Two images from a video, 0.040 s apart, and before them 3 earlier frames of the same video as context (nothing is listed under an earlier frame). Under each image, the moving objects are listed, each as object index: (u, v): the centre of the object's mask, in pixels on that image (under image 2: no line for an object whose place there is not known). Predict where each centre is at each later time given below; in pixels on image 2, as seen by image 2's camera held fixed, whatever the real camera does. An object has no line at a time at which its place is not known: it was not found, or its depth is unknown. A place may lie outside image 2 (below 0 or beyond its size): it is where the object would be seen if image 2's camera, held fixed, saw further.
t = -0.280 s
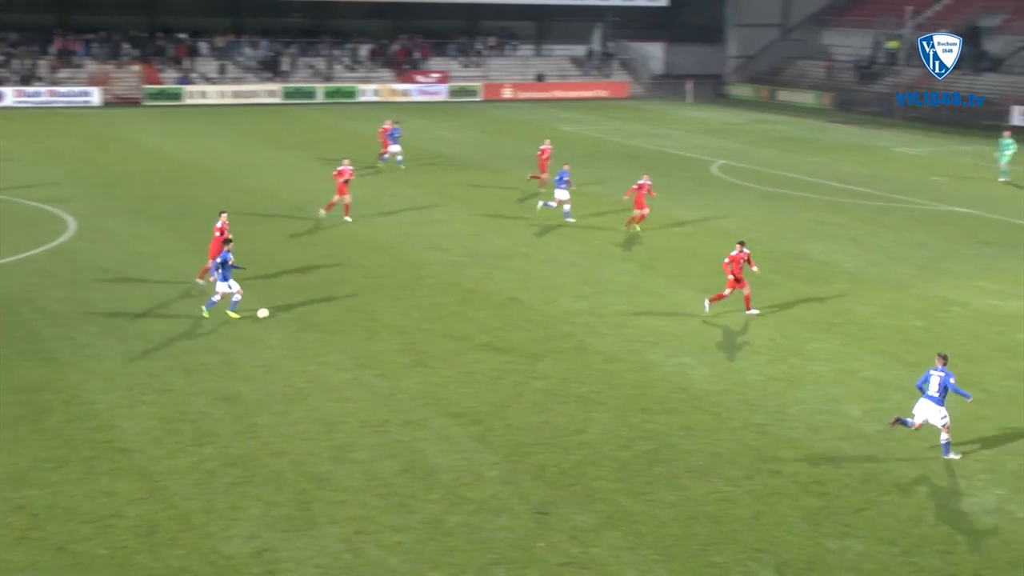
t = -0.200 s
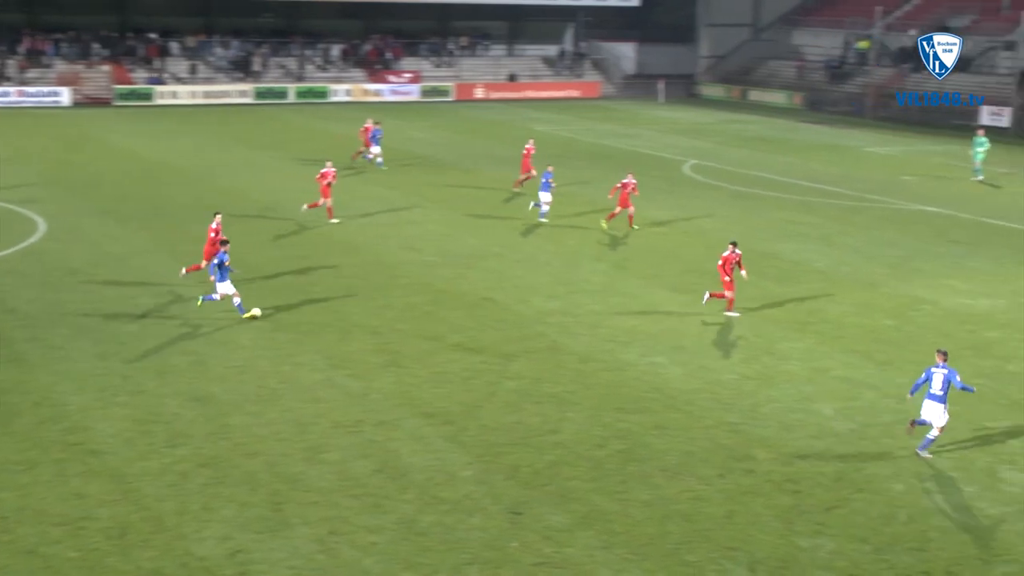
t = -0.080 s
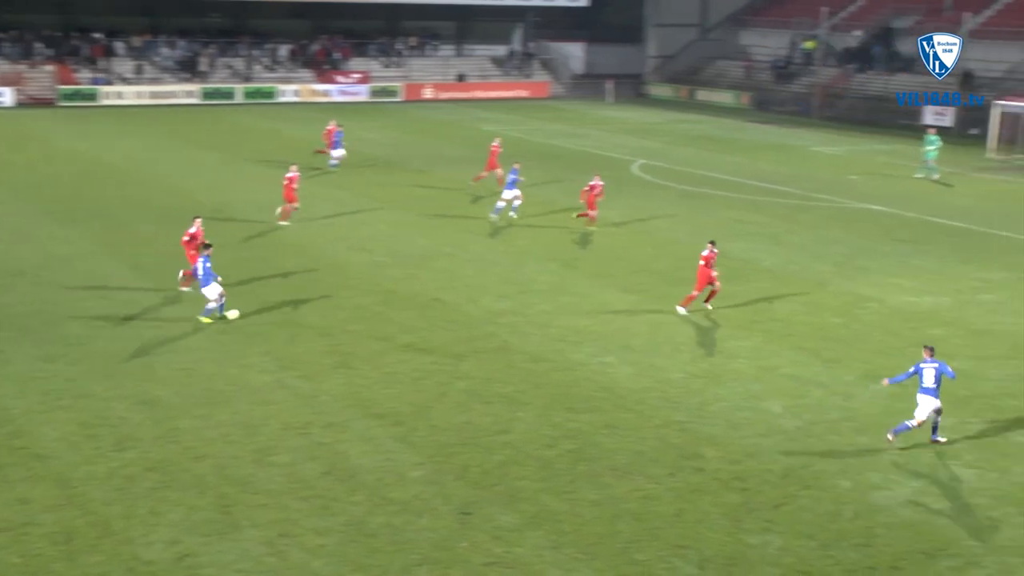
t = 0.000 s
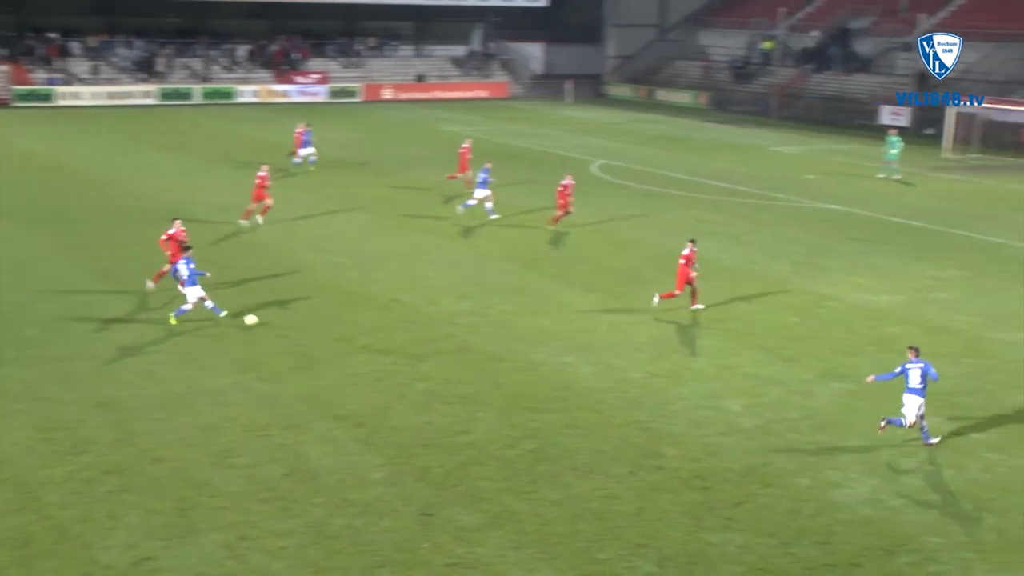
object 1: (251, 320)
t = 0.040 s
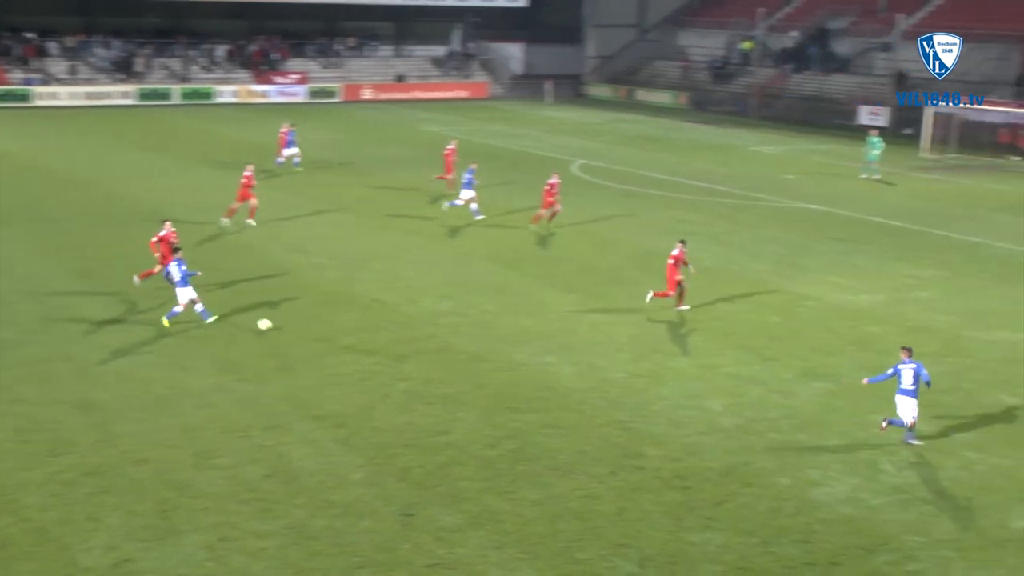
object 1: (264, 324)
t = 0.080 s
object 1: (297, 329)
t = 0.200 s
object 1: (391, 336)
